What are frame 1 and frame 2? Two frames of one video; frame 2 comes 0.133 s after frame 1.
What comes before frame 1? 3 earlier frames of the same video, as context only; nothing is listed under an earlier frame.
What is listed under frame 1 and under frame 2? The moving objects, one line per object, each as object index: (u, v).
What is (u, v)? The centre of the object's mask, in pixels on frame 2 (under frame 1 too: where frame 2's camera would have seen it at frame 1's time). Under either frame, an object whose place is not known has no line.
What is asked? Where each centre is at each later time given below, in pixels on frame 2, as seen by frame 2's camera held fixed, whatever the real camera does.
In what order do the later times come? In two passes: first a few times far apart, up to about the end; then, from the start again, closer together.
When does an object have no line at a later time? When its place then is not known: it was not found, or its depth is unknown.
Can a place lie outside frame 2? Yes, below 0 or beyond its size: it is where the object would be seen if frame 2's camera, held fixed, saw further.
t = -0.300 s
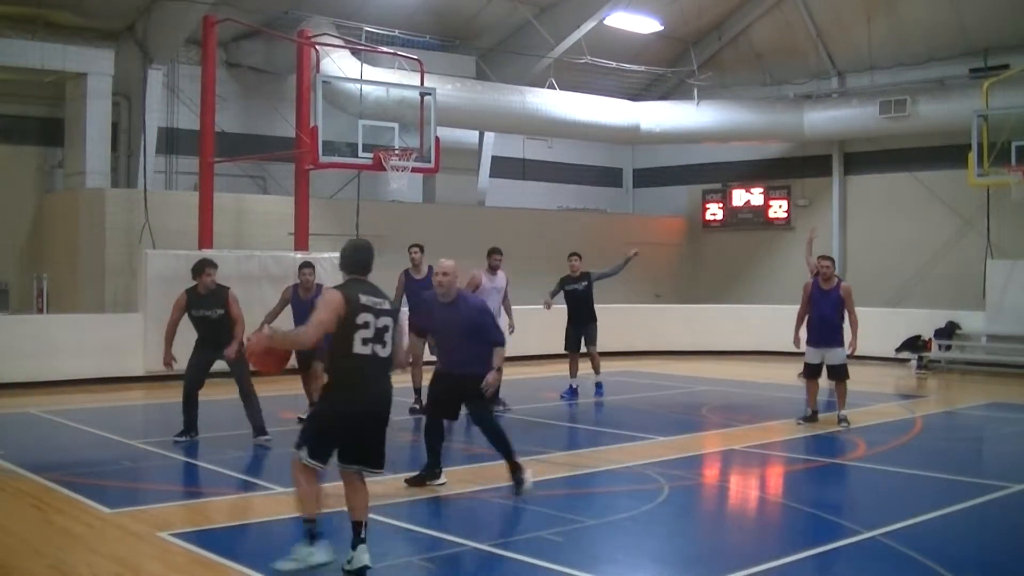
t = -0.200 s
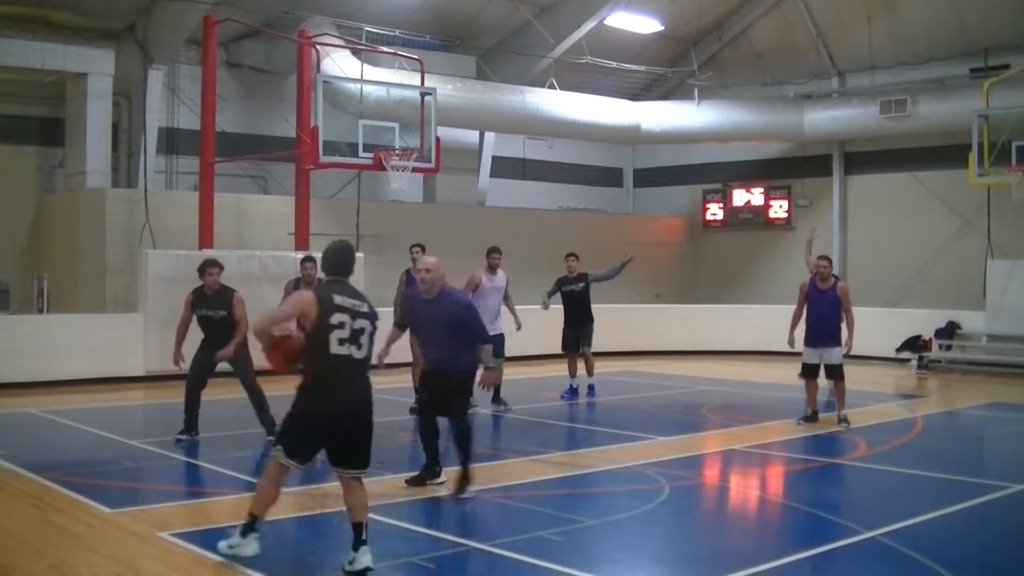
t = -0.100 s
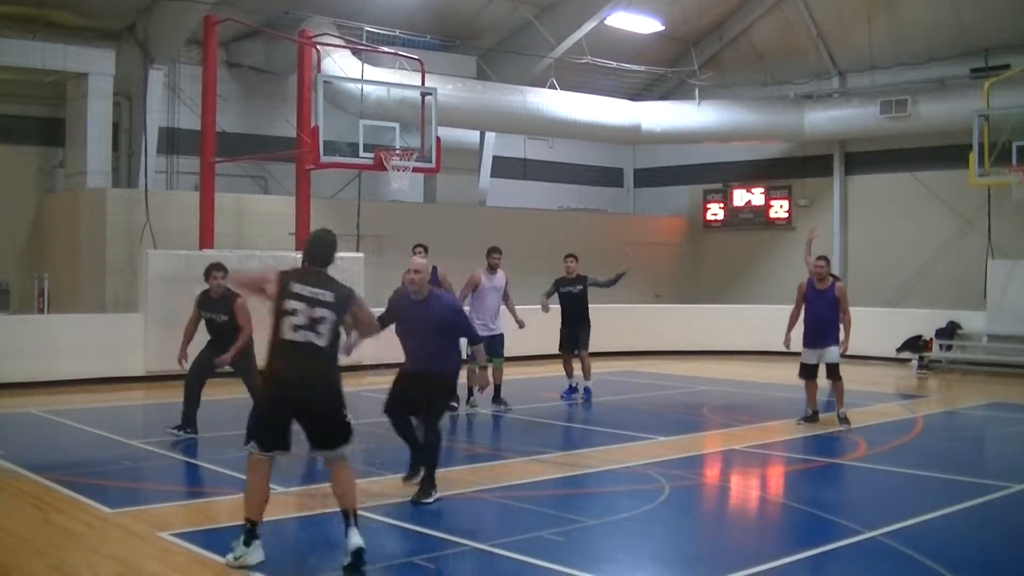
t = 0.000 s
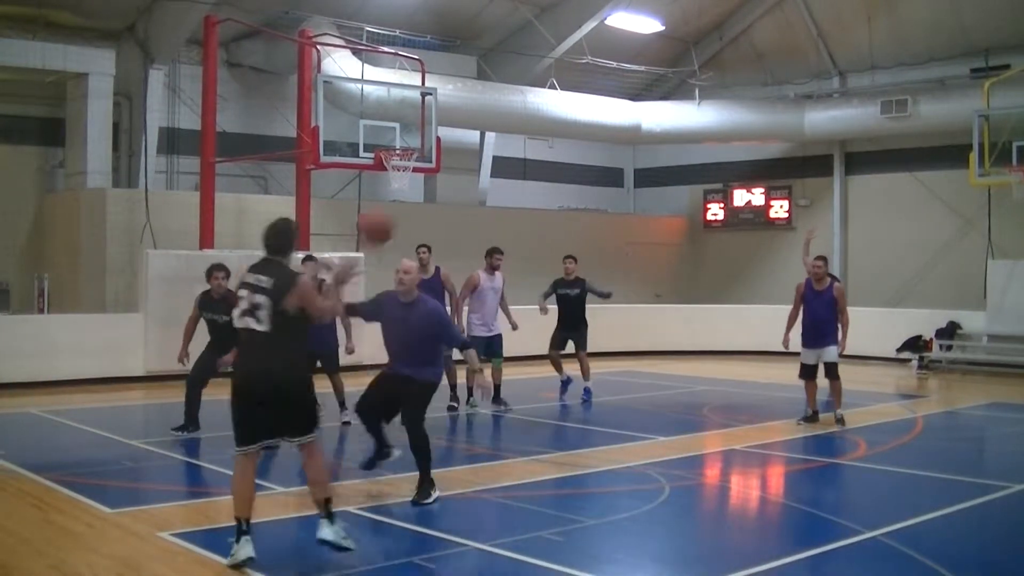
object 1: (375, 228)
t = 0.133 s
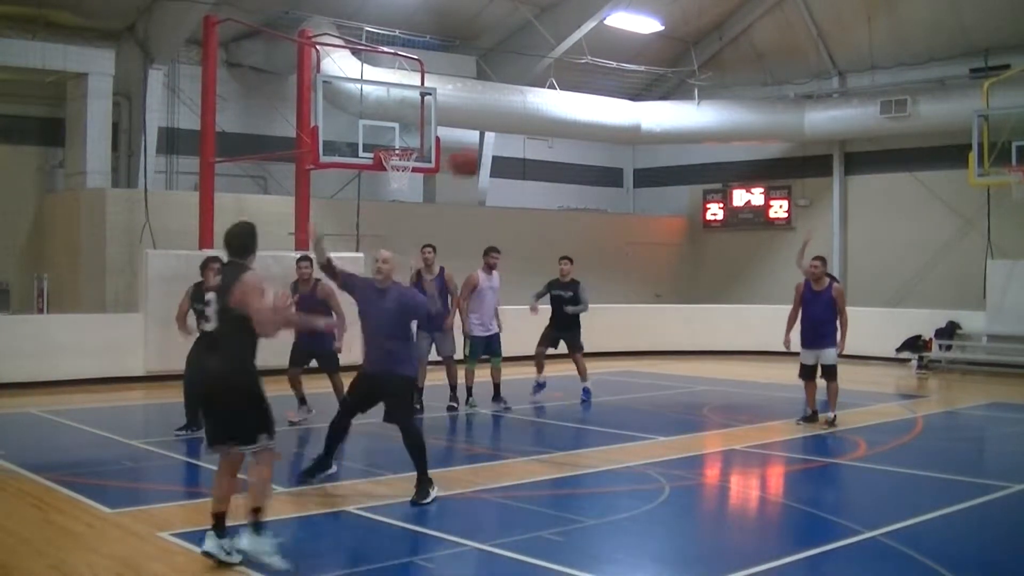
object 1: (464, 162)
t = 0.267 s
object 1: (532, 133)
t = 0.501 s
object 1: (615, 136)
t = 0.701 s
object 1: (663, 170)
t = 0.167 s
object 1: (483, 151)
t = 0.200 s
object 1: (501, 143)
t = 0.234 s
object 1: (517, 138)
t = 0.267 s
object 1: (532, 133)
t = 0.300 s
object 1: (545, 130)
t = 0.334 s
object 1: (559, 128)
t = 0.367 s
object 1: (571, 127)
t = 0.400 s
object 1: (583, 128)
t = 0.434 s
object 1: (594, 130)
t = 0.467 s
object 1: (605, 132)
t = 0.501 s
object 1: (615, 136)
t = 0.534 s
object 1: (624, 141)
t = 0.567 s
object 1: (633, 146)
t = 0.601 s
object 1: (642, 151)
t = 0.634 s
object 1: (650, 156)
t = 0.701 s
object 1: (663, 170)
